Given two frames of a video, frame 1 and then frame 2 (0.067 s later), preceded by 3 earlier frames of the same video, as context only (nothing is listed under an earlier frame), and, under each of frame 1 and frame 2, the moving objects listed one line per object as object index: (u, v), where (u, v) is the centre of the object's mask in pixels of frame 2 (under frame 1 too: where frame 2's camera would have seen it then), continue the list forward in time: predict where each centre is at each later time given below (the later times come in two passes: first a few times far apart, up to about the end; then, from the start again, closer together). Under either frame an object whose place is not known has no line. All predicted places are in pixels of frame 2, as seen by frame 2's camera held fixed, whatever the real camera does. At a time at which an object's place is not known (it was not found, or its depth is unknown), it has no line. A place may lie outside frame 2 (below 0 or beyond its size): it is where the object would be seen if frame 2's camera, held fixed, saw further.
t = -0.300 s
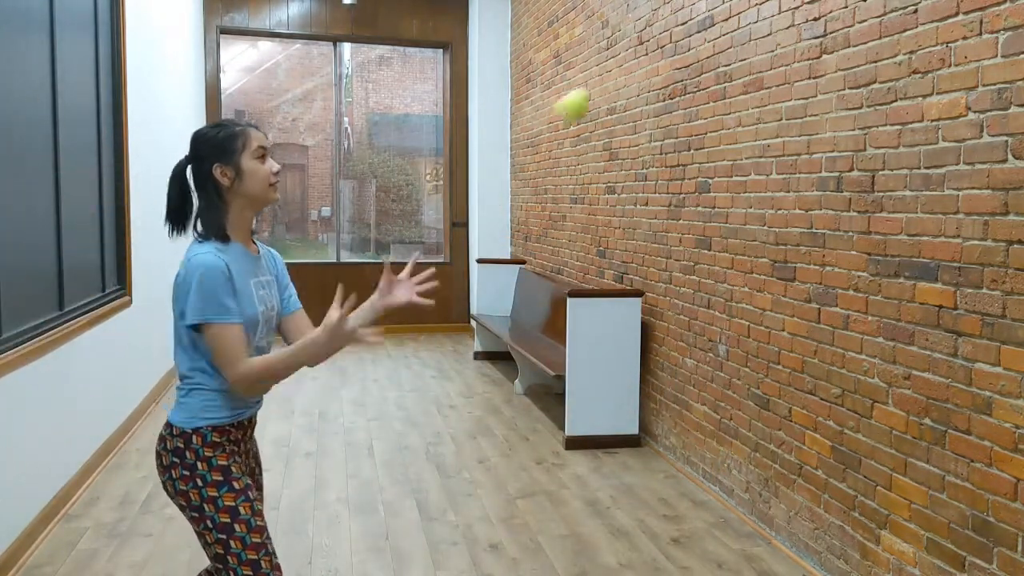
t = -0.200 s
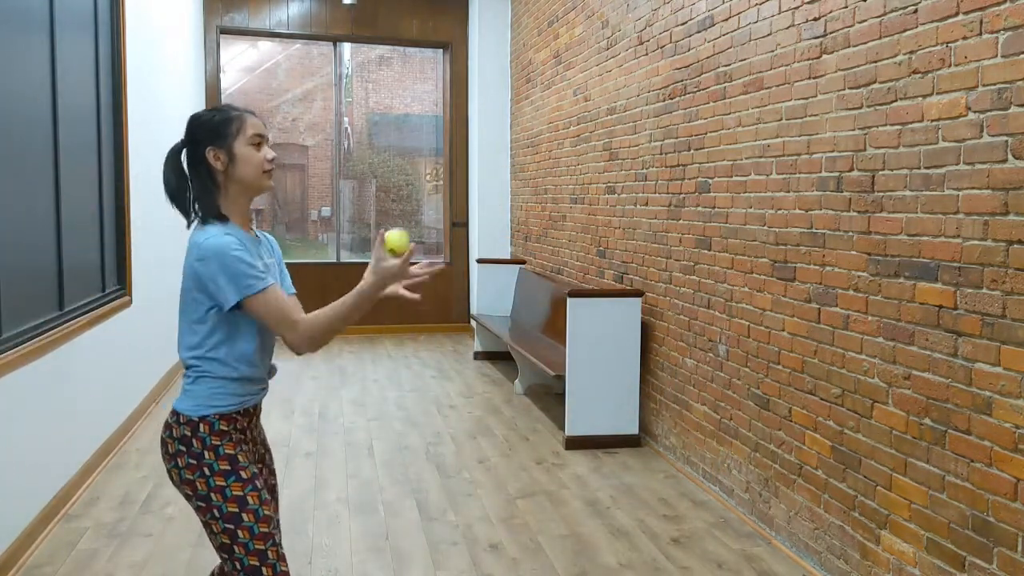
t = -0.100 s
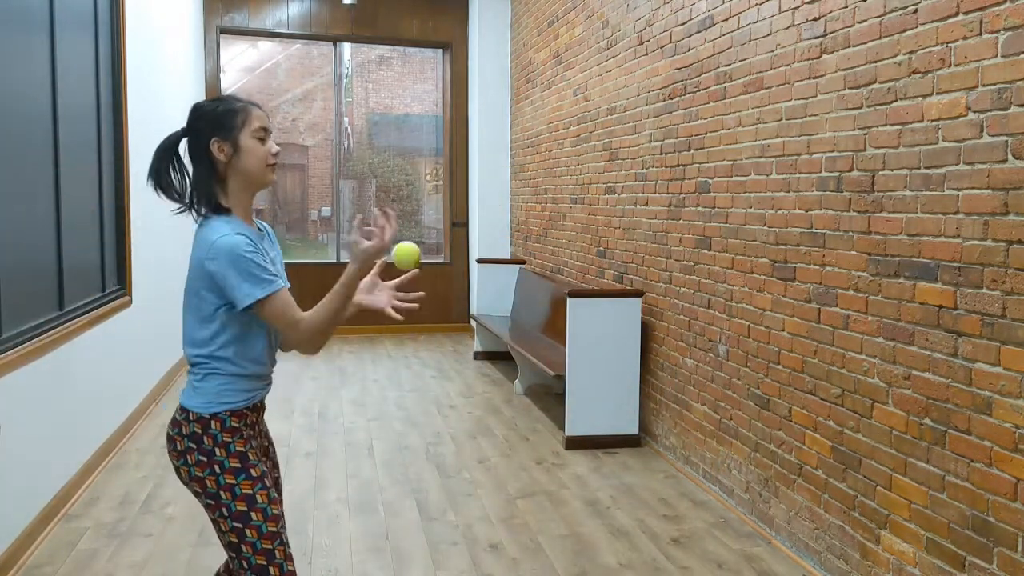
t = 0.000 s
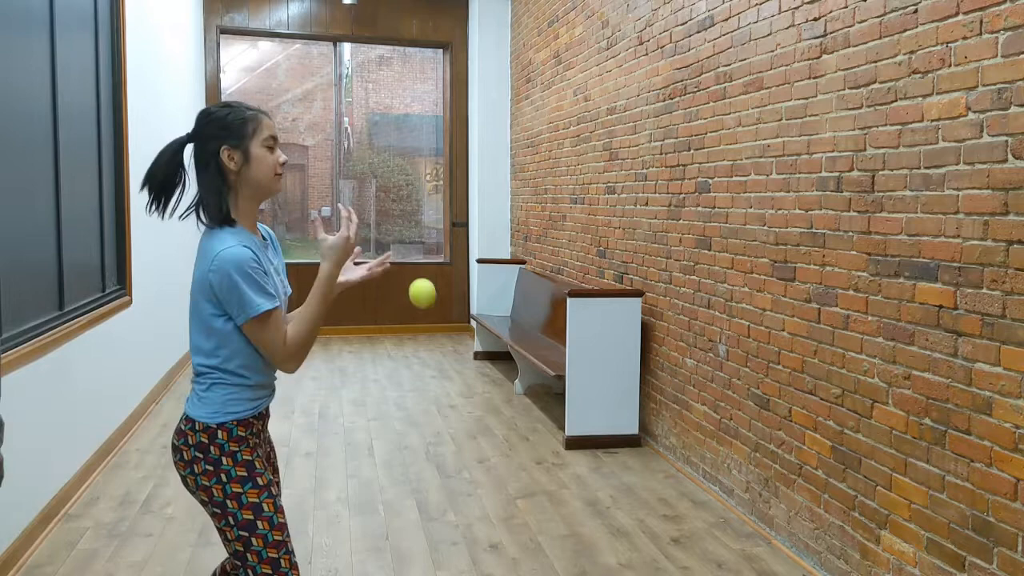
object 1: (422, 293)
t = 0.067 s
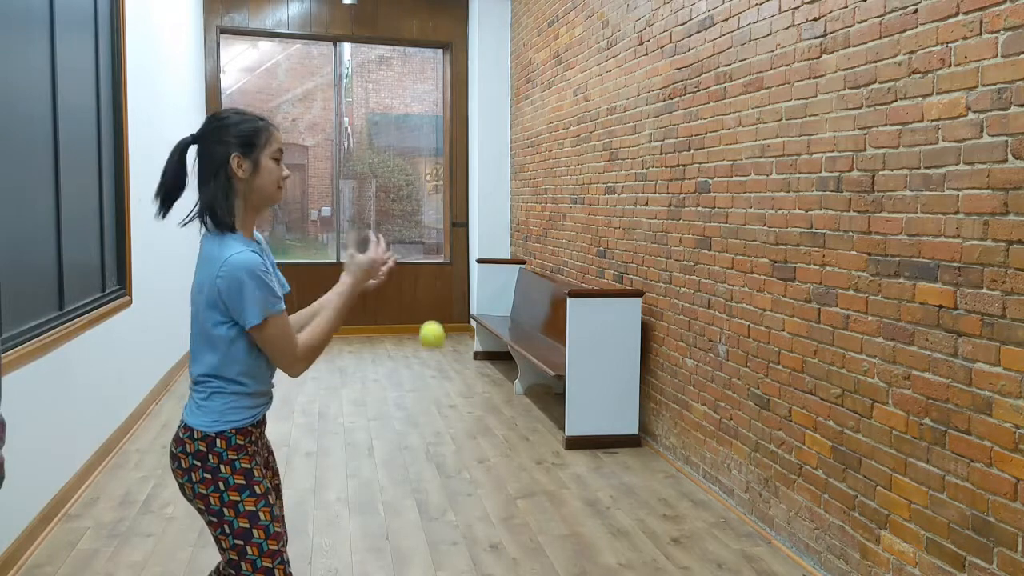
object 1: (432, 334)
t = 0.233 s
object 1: (452, 499)
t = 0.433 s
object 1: (477, 558)
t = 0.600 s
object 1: (500, 441)
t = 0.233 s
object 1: (452, 499)
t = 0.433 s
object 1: (477, 558)
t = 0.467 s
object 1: (481, 527)
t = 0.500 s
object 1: (486, 501)
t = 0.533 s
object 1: (491, 478)
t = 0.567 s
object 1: (495, 457)
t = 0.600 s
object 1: (500, 441)
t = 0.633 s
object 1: (505, 427)
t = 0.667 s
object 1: (509, 417)
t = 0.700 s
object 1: (513, 411)
